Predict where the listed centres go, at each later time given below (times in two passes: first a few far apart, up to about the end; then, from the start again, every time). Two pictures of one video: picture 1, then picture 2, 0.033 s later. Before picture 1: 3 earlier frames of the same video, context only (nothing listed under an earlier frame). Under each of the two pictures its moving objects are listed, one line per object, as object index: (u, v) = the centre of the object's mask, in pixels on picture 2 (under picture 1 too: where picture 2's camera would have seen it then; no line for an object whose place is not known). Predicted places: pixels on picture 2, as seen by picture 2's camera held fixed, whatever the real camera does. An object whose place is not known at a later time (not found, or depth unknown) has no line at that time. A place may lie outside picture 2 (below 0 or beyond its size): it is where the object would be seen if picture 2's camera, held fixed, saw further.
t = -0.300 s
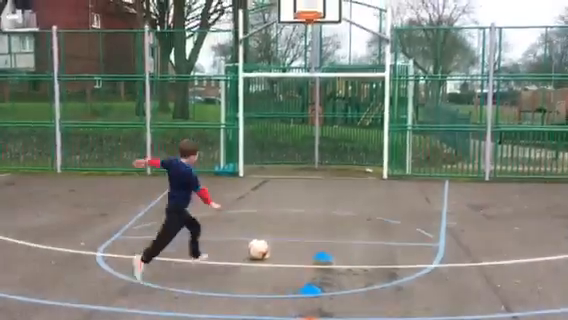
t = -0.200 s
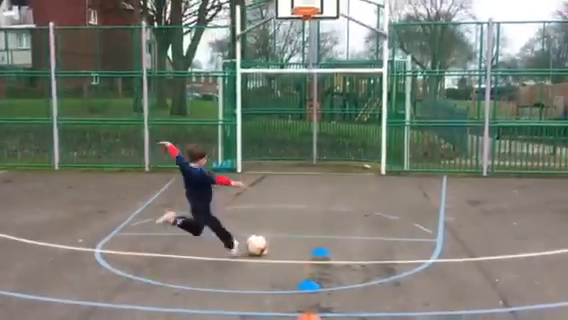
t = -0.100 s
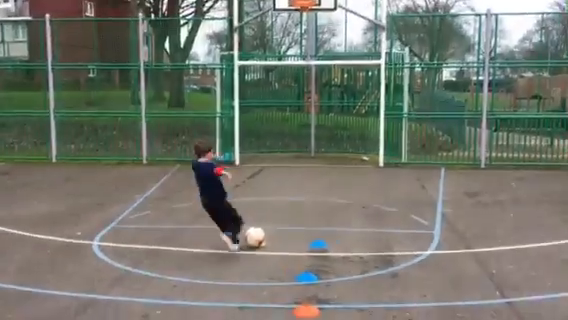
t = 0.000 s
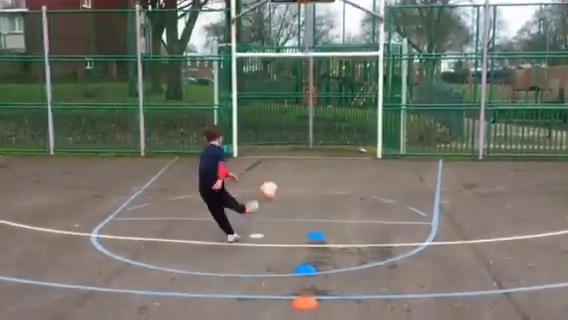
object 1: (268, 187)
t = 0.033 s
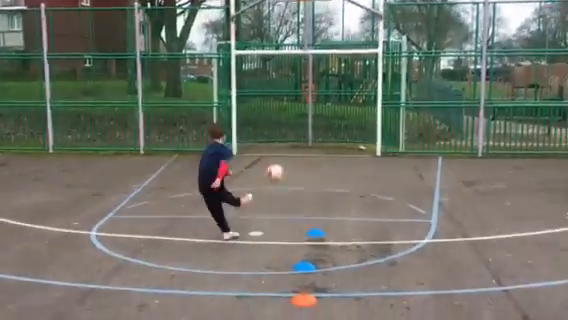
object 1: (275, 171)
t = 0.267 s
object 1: (305, 121)
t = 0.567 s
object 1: (326, 125)
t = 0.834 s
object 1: (310, 147)
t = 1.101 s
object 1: (295, 148)
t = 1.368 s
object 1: (277, 159)
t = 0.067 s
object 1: (280, 160)
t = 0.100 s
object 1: (285, 149)
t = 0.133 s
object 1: (290, 140)
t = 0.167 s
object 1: (294, 133)
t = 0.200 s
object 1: (298, 128)
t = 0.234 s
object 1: (301, 124)
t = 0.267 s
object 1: (305, 121)
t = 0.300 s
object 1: (308, 118)
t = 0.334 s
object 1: (311, 117)
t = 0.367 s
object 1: (314, 117)
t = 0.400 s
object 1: (316, 116)
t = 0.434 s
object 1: (318, 117)
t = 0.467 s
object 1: (320, 119)
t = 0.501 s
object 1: (322, 120)
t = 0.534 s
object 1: (324, 122)
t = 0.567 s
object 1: (326, 125)
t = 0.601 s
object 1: (326, 128)
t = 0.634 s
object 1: (324, 131)
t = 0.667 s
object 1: (321, 134)
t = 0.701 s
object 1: (319, 138)
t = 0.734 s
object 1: (317, 142)
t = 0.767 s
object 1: (314, 147)
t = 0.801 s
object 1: (312, 150)
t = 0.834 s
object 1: (310, 147)
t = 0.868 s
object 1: (308, 146)
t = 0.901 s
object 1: (306, 144)
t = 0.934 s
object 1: (304, 144)
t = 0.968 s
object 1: (303, 144)
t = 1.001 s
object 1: (301, 144)
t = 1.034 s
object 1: (299, 145)
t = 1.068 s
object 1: (297, 146)
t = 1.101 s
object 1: (295, 148)
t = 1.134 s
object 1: (293, 151)
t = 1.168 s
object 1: (291, 155)
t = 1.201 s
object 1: (289, 159)
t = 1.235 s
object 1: (287, 165)
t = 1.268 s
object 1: (284, 164)
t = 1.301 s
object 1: (282, 162)
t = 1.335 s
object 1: (279, 160)
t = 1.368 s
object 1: (277, 159)
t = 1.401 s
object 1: (274, 159)
